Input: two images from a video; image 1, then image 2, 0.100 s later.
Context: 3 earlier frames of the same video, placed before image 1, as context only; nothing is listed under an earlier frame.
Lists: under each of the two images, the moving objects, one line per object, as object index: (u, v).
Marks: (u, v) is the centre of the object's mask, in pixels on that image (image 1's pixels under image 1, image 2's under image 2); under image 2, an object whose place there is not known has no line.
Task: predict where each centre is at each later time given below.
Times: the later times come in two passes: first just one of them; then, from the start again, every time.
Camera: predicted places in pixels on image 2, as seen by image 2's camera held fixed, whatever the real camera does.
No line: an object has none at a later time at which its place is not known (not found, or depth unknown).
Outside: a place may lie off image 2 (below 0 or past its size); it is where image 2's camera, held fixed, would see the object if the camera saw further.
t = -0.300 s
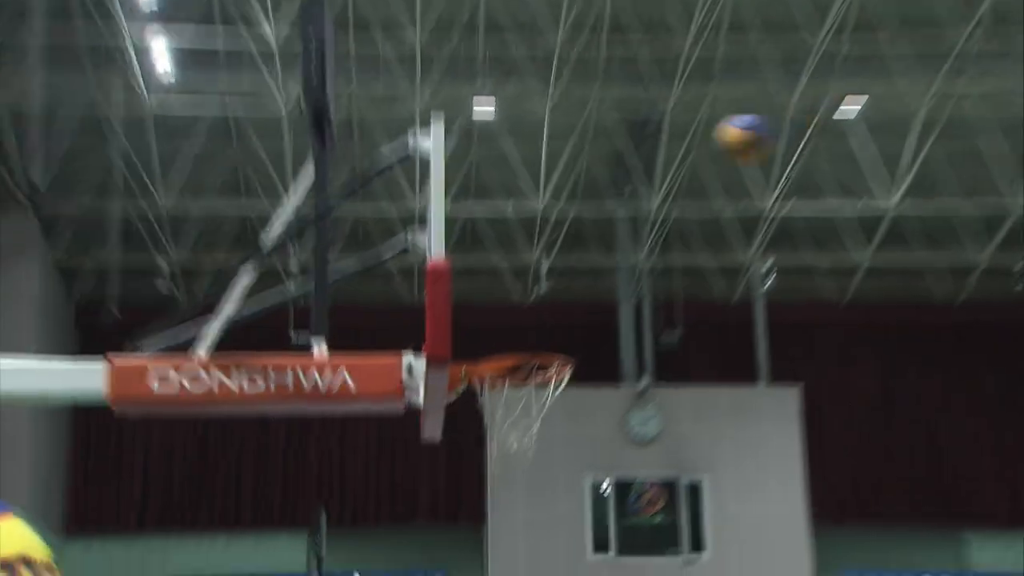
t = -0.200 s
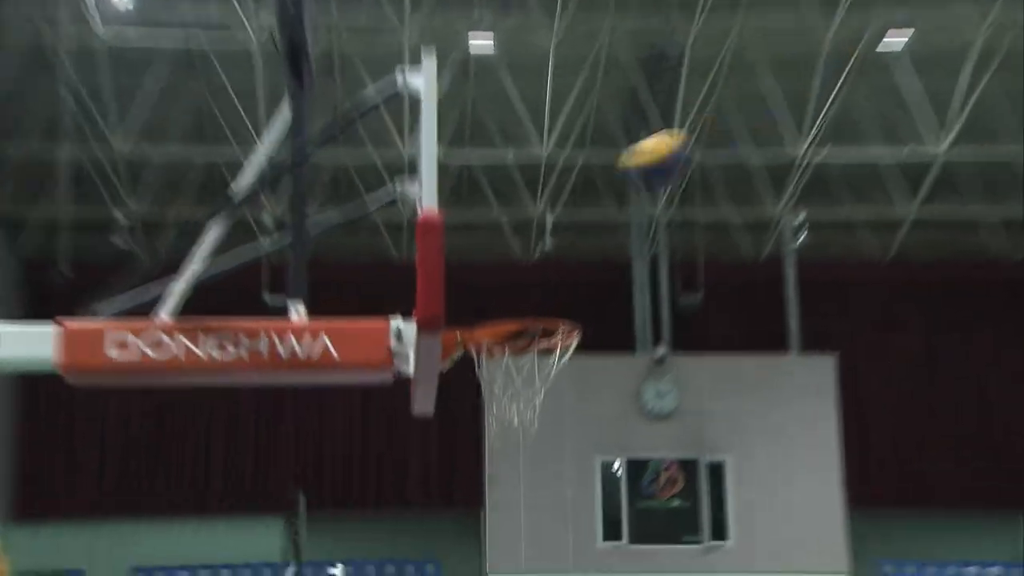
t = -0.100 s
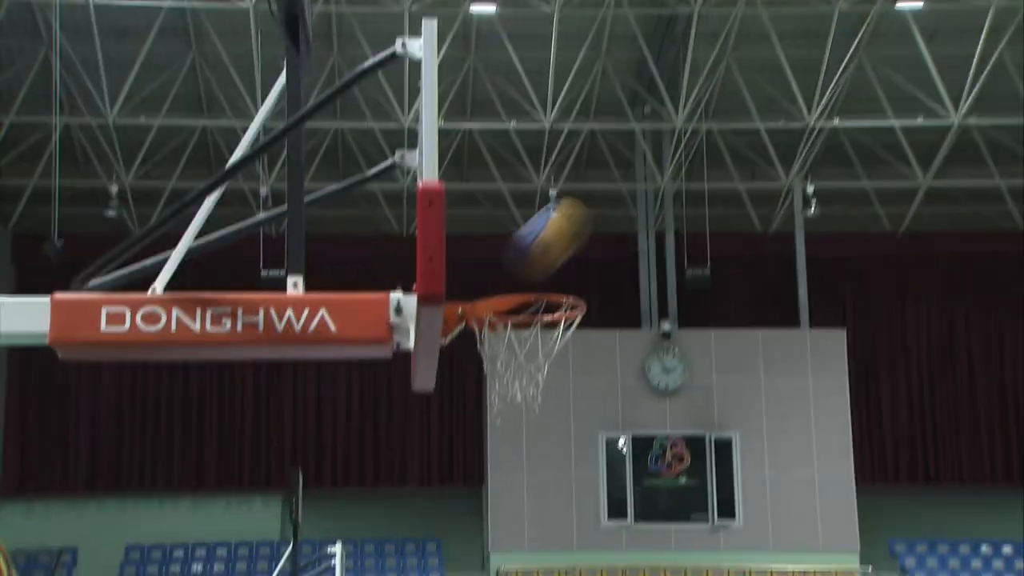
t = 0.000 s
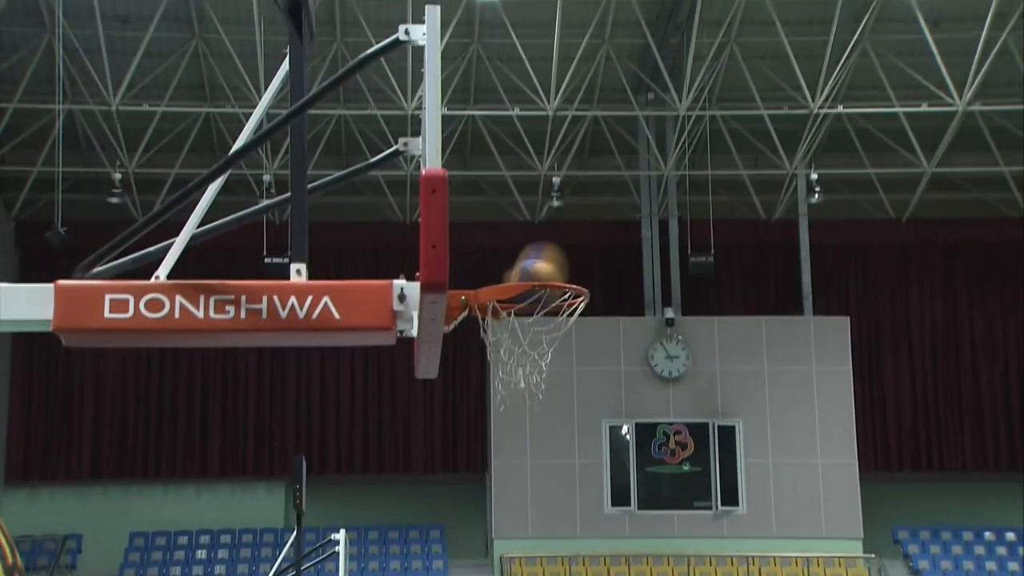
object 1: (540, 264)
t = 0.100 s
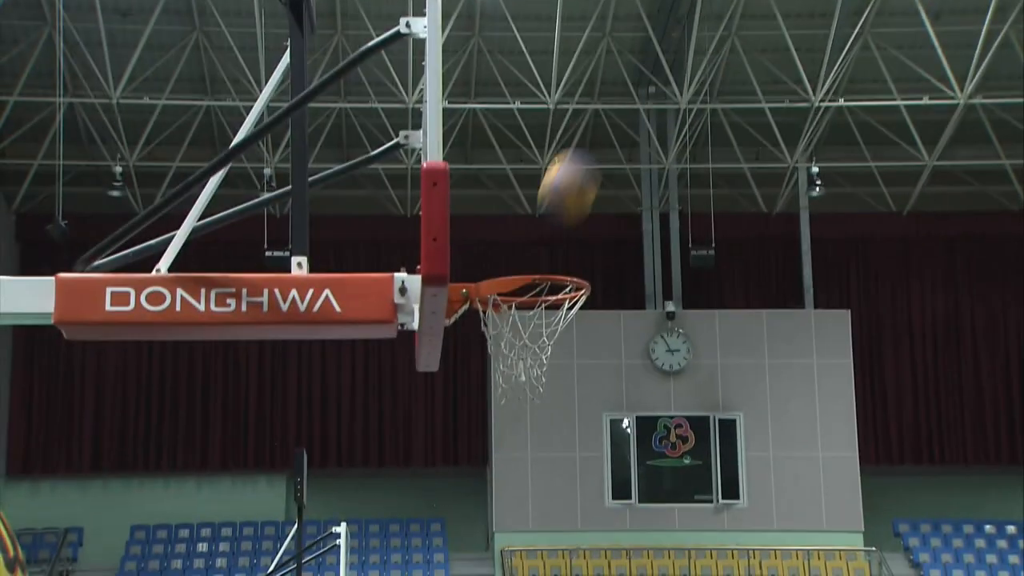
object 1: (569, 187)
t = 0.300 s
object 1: (631, 74)
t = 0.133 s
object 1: (580, 163)
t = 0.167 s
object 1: (590, 139)
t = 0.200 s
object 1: (600, 118)
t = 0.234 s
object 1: (611, 99)
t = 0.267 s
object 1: (621, 86)
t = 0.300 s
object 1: (631, 74)
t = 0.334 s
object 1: (644, 65)
